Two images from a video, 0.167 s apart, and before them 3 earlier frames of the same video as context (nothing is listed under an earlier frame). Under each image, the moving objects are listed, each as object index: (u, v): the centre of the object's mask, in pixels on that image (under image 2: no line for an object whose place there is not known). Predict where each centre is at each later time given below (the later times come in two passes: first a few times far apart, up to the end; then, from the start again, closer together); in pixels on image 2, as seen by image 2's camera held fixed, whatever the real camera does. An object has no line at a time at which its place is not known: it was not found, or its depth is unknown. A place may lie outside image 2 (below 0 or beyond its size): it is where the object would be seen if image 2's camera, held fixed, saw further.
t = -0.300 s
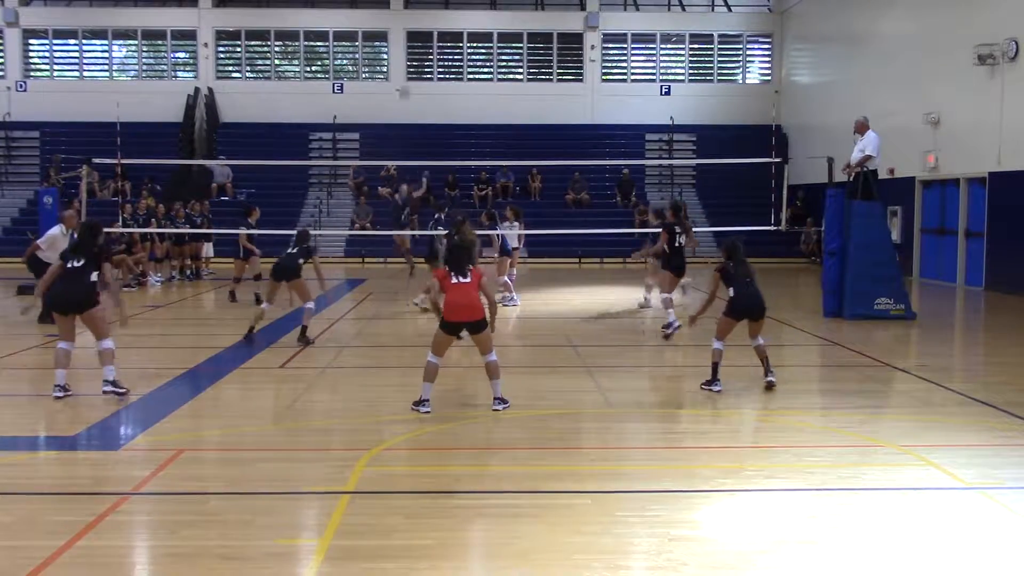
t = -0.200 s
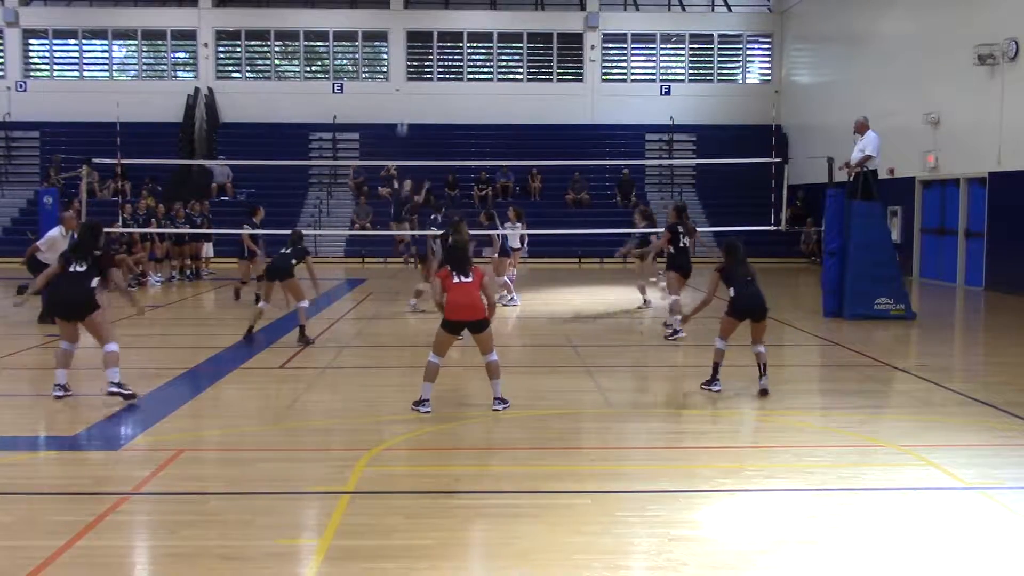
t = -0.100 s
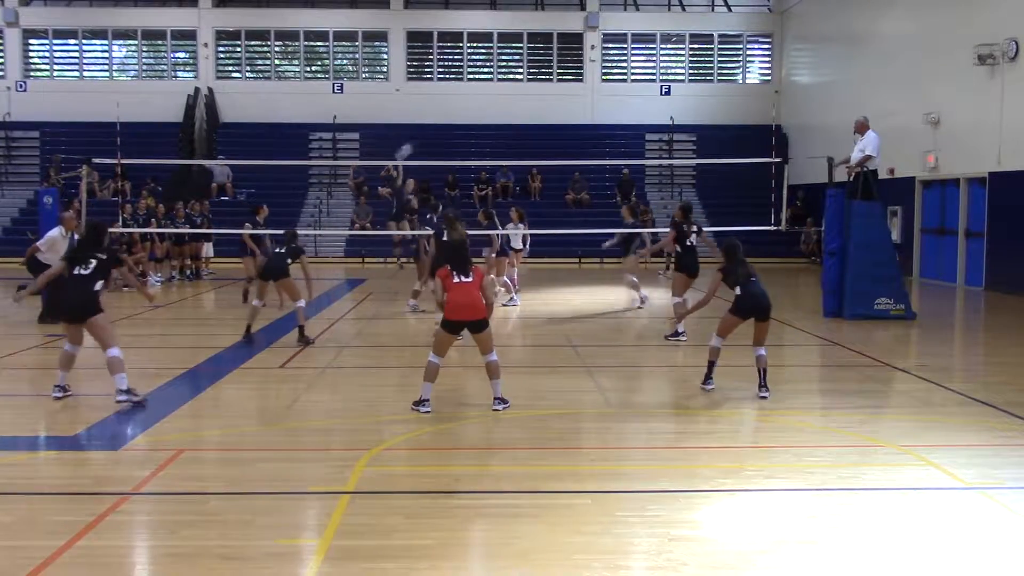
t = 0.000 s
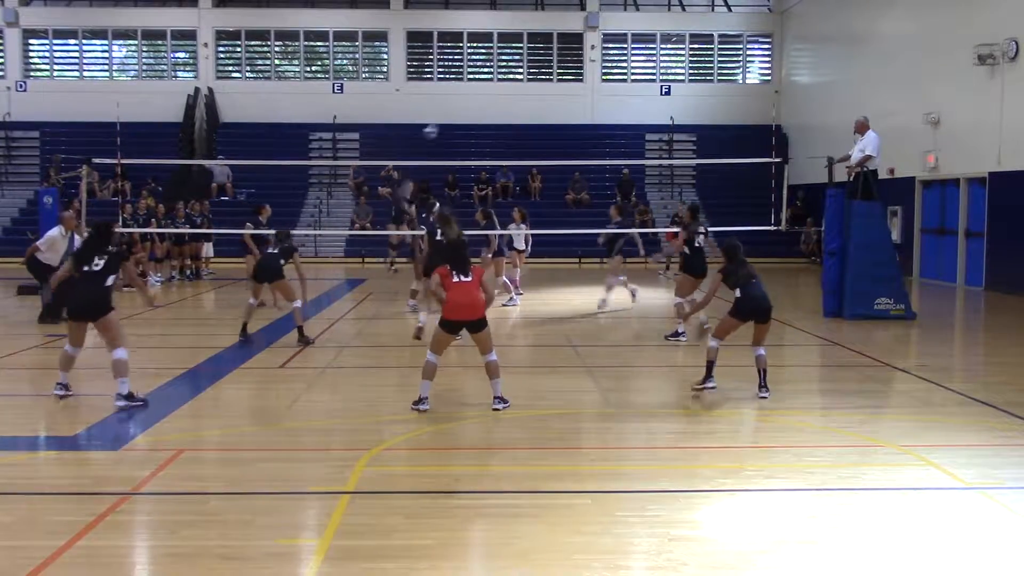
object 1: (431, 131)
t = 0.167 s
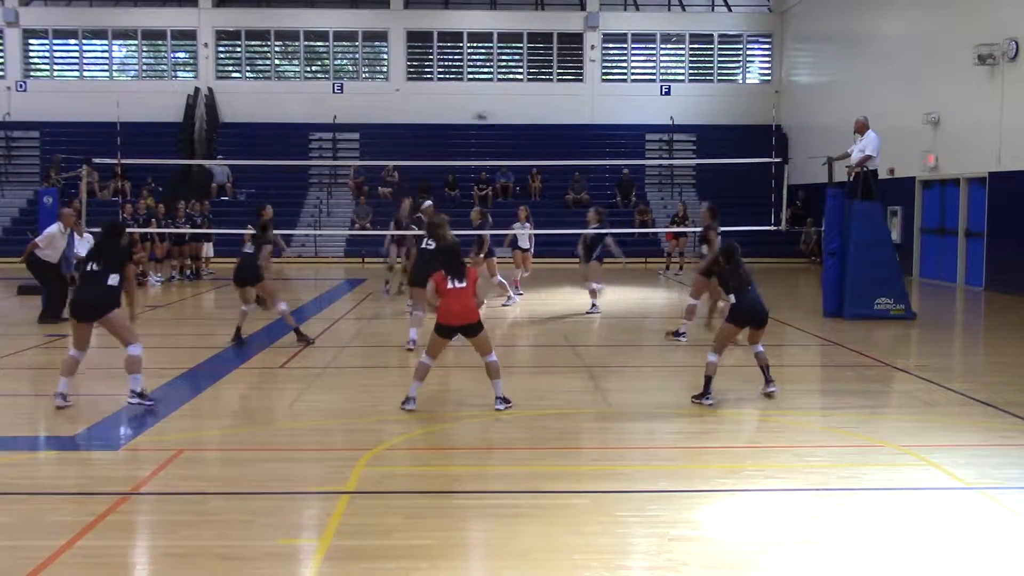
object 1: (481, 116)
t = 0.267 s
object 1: (521, 117)
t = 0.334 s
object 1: (553, 126)
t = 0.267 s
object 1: (521, 117)
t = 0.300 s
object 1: (537, 119)
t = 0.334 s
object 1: (553, 126)
